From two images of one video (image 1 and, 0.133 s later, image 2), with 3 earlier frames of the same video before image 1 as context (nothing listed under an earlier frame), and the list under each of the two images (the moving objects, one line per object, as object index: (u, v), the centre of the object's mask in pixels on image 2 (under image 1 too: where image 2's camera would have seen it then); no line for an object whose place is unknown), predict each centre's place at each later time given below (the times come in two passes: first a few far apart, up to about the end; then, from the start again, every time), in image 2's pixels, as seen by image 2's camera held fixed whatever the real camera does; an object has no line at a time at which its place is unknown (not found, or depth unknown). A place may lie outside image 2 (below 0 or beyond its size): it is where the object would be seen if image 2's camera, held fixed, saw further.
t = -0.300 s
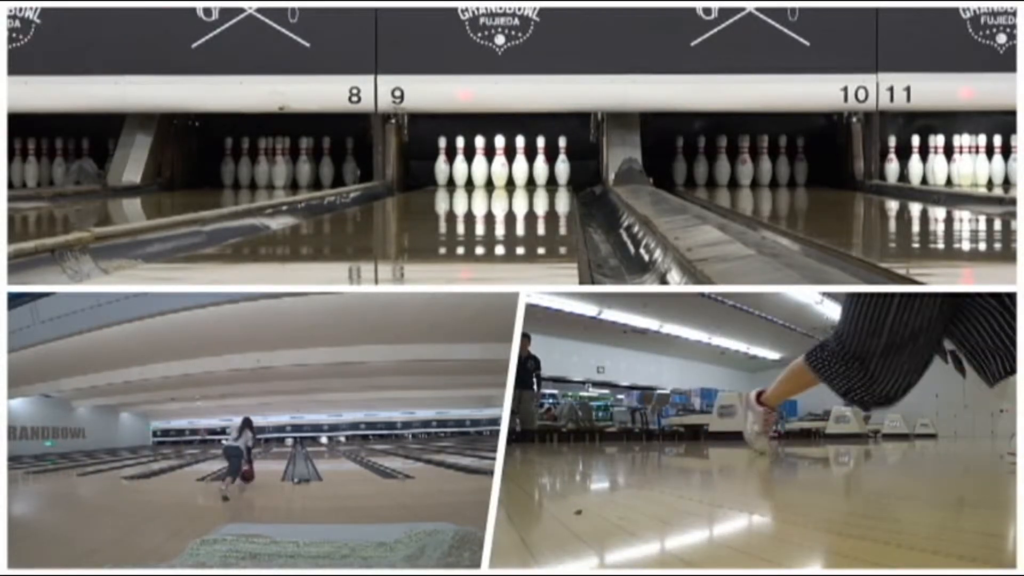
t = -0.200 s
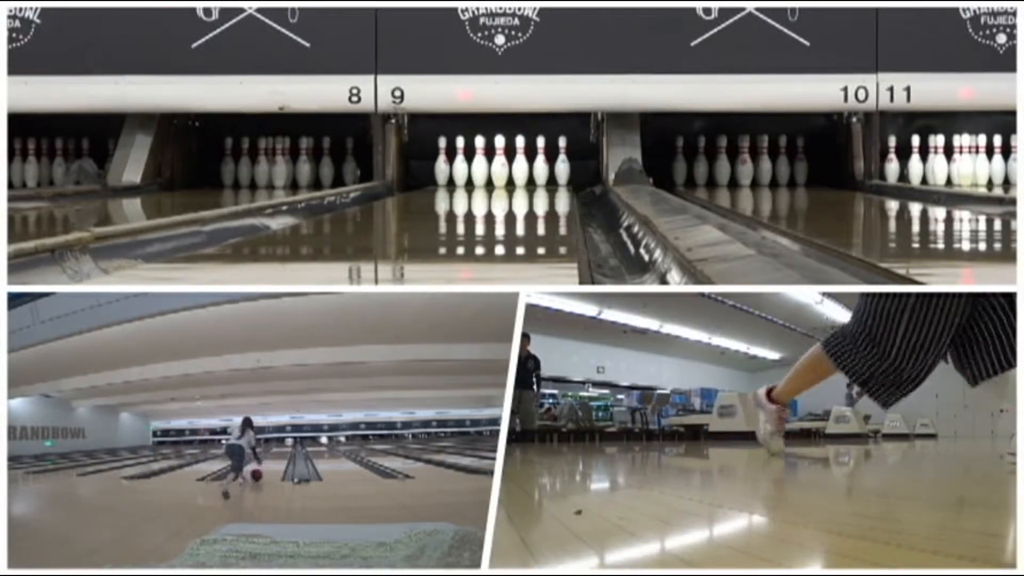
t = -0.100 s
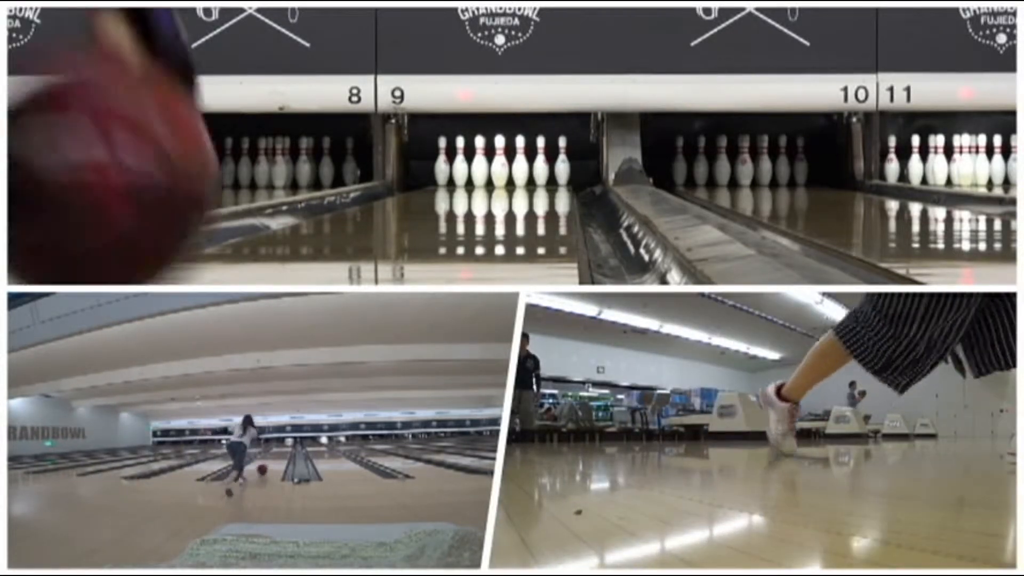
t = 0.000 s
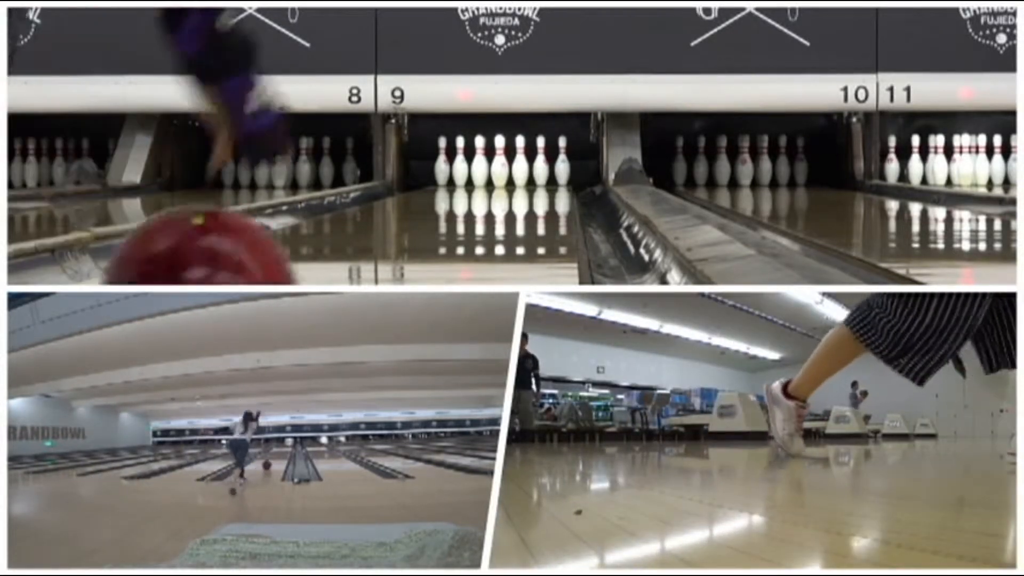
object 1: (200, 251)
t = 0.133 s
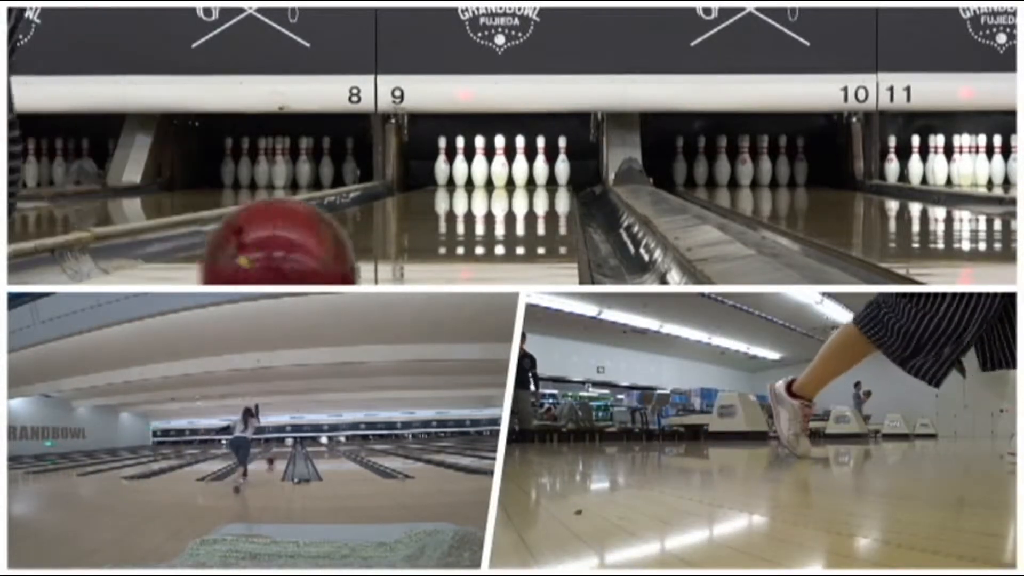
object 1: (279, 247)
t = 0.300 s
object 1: (339, 239)
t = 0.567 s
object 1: (400, 221)
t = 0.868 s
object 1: (434, 207)
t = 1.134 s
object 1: (455, 198)
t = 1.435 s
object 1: (472, 190)
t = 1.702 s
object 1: (483, 185)
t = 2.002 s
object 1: (492, 181)
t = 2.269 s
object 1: (498, 178)
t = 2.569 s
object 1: (500, 176)
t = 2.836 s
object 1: (500, 174)
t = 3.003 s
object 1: (499, 173)
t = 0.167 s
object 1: (294, 246)
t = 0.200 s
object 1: (307, 244)
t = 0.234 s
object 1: (324, 242)
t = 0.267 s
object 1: (329, 242)
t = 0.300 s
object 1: (339, 239)
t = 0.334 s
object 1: (348, 238)
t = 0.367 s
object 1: (357, 237)
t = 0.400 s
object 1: (365, 235)
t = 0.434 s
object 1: (375, 232)
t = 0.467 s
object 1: (379, 230)
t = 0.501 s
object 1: (385, 228)
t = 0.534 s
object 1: (391, 225)
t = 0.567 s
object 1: (400, 221)
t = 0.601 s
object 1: (402, 220)
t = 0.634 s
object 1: (407, 218)
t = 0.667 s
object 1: (411, 215)
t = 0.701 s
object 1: (416, 213)
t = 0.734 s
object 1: (420, 212)
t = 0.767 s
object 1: (424, 210)
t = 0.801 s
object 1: (428, 209)
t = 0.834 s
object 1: (431, 208)
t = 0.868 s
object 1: (434, 207)
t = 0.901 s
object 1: (437, 206)
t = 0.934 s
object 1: (440, 204)
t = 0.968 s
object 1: (443, 203)
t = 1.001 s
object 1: (445, 202)
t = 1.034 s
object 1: (448, 201)
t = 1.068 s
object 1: (450, 199)
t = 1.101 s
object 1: (453, 198)
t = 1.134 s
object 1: (455, 198)
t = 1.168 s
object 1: (457, 197)
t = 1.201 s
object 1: (460, 196)
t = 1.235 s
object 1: (461, 195)
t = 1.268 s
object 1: (465, 193)
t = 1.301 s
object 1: (466, 193)
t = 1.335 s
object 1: (467, 192)
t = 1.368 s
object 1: (469, 192)
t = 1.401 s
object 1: (470, 191)
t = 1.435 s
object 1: (472, 190)
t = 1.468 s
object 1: (474, 189)
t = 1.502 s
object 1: (475, 189)
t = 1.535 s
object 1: (476, 188)
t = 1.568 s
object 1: (478, 187)
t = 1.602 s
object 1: (480, 187)
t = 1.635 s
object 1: (481, 186)
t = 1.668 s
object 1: (482, 185)
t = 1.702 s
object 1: (483, 185)
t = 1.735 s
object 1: (485, 184)
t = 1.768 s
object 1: (486, 184)
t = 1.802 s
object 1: (487, 183)
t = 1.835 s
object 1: (488, 183)
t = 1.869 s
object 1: (488, 182)
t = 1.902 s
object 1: (489, 182)
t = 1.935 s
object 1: (491, 181)
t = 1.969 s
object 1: (492, 181)
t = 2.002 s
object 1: (492, 181)
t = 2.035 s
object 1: (493, 180)
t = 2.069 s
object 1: (494, 180)
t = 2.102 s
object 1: (495, 180)
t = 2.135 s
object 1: (496, 179)
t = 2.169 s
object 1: (496, 179)
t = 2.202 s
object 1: (497, 179)
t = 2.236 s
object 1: (498, 178)
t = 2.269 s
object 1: (498, 178)
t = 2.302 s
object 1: (498, 178)
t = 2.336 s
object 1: (499, 177)
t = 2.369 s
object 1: (499, 177)
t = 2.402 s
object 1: (500, 176)
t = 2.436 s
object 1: (500, 177)
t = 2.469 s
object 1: (500, 176)
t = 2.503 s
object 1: (500, 176)
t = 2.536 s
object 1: (500, 176)
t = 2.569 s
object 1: (500, 176)
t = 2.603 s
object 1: (500, 175)
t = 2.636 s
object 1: (500, 176)
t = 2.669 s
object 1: (500, 175)
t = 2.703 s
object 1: (500, 174)
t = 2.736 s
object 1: (500, 174)
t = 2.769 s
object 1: (500, 174)
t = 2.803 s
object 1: (500, 174)
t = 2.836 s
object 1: (500, 174)
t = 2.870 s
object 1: (500, 174)
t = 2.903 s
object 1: (499, 174)
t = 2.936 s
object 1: (498, 173)
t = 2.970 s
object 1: (498, 173)
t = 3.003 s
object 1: (499, 173)
